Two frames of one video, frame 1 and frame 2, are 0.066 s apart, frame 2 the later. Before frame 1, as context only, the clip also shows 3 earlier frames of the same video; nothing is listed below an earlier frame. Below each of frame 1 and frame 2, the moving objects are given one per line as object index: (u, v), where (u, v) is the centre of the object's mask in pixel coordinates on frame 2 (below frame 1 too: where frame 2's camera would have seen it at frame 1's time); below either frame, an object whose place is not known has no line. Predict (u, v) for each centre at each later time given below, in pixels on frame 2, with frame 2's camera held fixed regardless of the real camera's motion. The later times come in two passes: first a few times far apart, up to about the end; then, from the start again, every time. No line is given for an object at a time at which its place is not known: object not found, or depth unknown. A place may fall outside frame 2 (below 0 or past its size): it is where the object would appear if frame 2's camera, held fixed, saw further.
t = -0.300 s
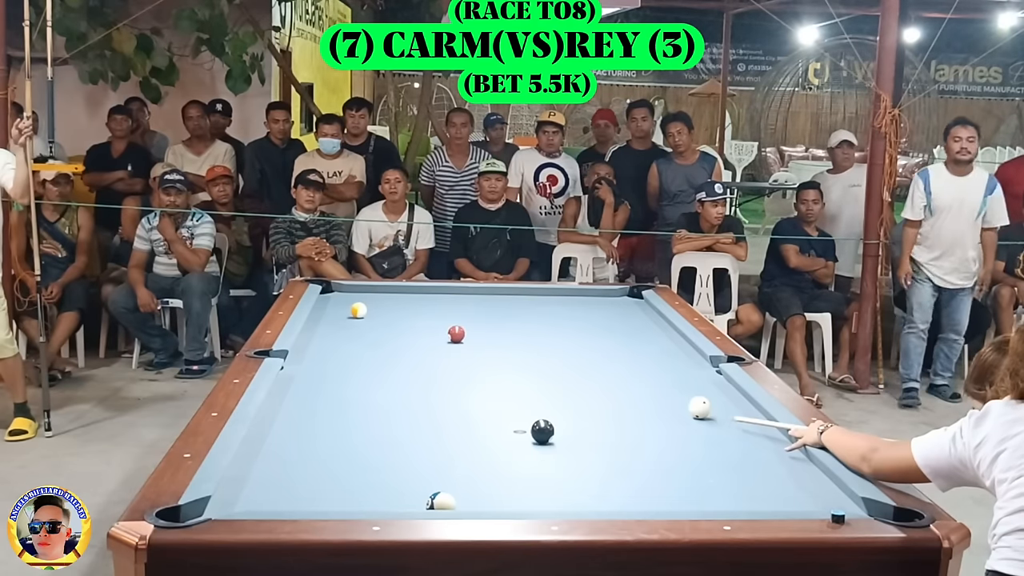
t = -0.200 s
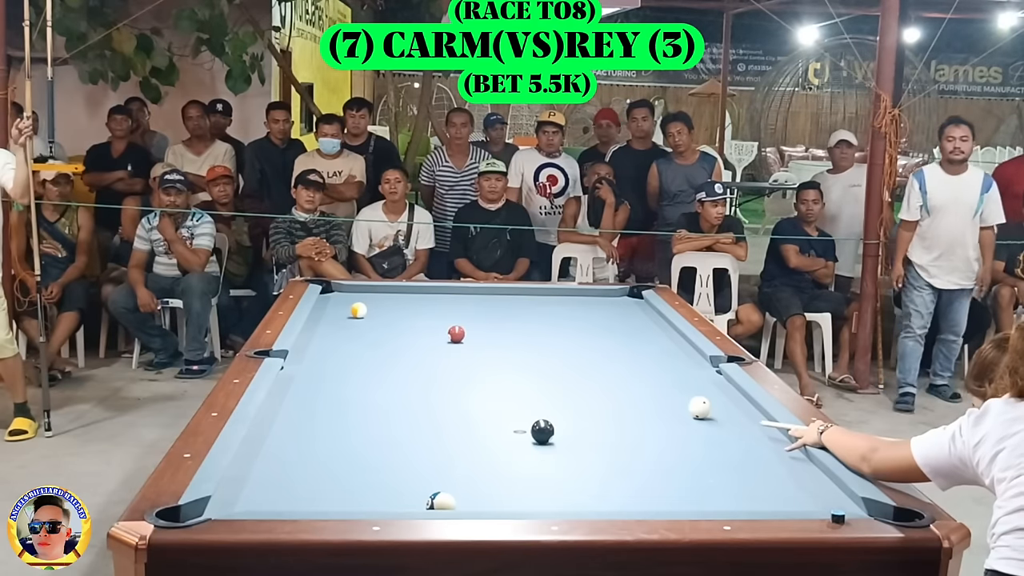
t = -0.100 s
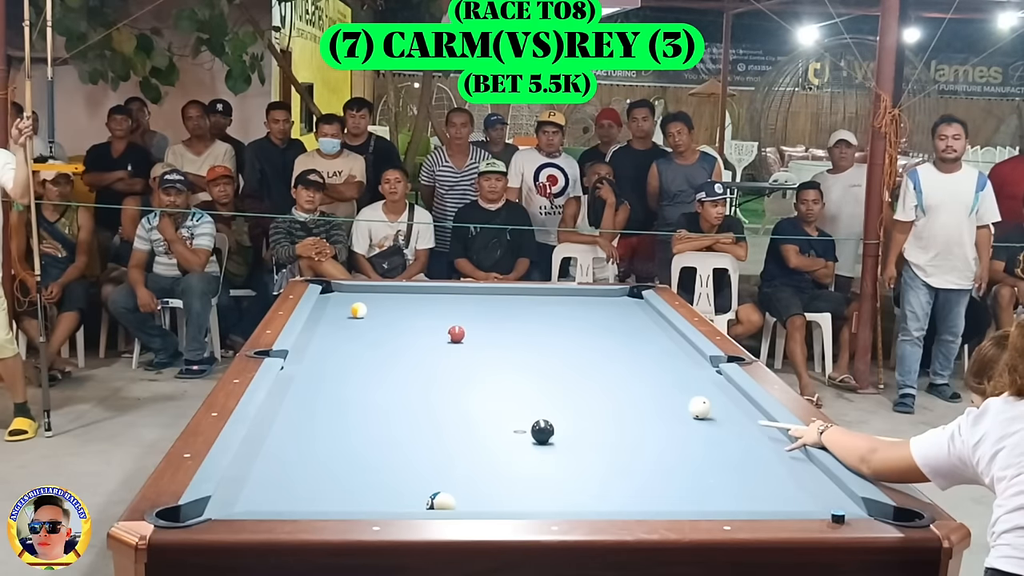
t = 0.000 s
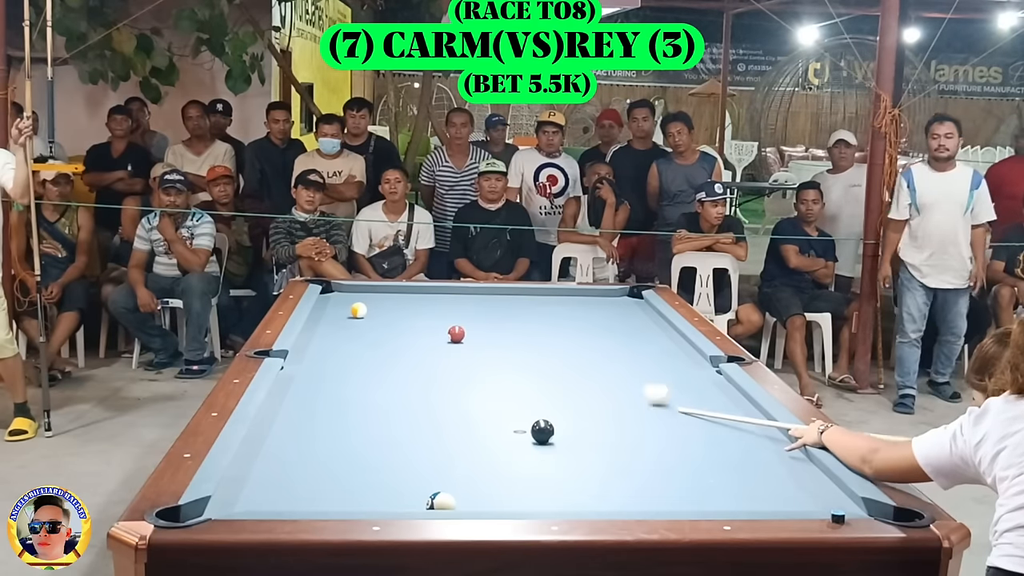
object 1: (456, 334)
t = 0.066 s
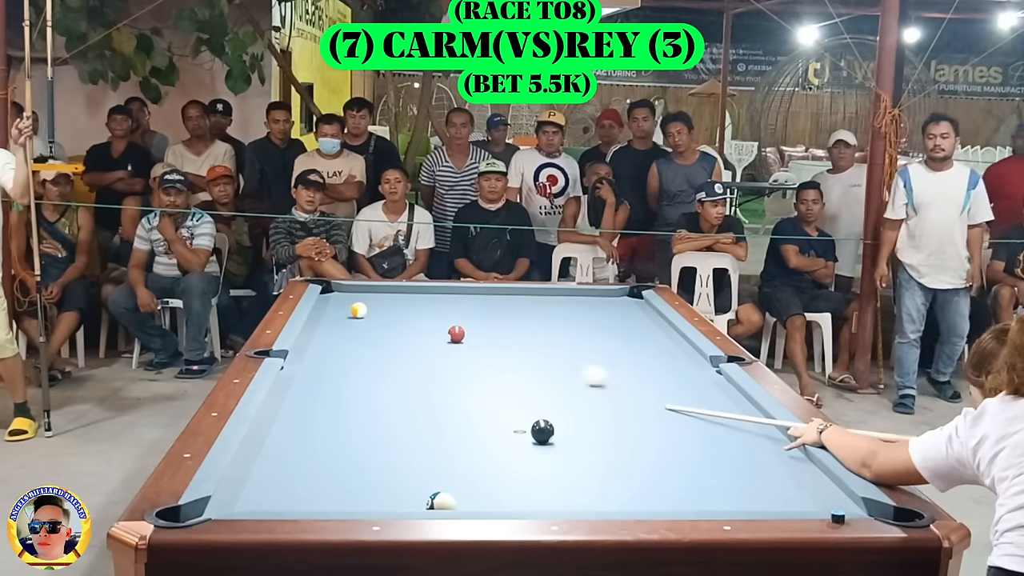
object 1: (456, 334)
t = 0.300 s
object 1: (434, 326)
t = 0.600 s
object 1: (333, 293)
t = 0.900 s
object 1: (356, 294)
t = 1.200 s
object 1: (378, 305)
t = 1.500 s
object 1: (400, 317)
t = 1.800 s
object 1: (422, 328)
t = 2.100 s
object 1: (447, 341)
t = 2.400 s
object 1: (472, 353)
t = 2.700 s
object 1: (488, 359)
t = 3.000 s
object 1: (503, 365)
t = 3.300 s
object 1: (515, 370)
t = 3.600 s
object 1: (526, 373)
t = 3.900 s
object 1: (535, 377)
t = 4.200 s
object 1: (543, 380)
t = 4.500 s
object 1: (549, 382)
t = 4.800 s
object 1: (553, 384)
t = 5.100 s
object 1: (556, 385)
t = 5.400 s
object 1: (557, 386)
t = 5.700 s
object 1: (557, 386)
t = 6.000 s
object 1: (557, 386)
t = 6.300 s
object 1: (557, 386)
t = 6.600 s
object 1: (557, 386)
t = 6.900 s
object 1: (557, 386)
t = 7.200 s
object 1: (557, 386)
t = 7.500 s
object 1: (557, 386)
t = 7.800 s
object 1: (557, 386)
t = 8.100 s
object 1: (557, 386)
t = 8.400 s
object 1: (557, 386)
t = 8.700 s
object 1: (557, 386)
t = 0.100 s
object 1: (456, 334)
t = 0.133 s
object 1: (456, 334)
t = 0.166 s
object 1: (456, 334)
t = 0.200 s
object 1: (456, 334)
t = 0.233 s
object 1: (456, 334)
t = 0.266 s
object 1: (449, 331)
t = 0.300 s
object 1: (434, 326)
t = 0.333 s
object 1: (419, 322)
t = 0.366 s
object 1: (406, 317)
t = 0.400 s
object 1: (394, 313)
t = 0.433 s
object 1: (376, 307)
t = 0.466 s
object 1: (371, 305)
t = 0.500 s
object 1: (361, 299)
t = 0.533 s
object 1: (351, 298)
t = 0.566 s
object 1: (342, 296)
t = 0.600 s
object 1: (333, 293)
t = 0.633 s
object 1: (329, 290)
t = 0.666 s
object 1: (336, 288)
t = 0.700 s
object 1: (343, 287)
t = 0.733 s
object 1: (345, 289)
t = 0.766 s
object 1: (348, 291)
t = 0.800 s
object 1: (350, 292)
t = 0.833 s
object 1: (352, 293)
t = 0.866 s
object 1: (354, 293)
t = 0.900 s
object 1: (356, 294)
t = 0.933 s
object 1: (359, 295)
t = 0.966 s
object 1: (362, 296)
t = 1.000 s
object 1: (364, 297)
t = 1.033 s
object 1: (366, 298)
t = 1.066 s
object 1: (369, 300)
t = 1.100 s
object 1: (371, 302)
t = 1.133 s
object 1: (373, 303)
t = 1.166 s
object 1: (375, 304)
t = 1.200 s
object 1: (378, 305)
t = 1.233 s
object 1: (380, 307)
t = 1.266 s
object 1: (383, 308)
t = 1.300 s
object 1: (385, 309)
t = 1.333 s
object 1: (388, 311)
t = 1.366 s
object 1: (390, 312)
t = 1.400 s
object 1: (392, 313)
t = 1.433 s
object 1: (395, 314)
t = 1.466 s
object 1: (397, 316)
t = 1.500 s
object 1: (400, 317)
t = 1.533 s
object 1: (402, 318)
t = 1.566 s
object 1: (405, 319)
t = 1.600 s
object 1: (407, 321)
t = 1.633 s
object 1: (409, 321)
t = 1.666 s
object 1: (413, 323)
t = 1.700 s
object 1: (414, 324)
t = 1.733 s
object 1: (417, 325)
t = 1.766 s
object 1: (419, 327)
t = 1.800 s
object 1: (422, 328)
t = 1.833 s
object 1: (425, 329)
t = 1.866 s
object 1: (427, 331)
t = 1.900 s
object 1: (430, 332)
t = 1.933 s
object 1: (433, 334)
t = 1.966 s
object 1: (435, 335)
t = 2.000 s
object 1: (438, 336)
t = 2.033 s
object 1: (441, 338)
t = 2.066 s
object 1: (444, 339)
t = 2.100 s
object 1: (447, 341)
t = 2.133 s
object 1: (450, 342)
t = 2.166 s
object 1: (453, 344)
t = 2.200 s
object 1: (457, 346)
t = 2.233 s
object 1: (458, 347)
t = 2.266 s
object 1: (461, 348)
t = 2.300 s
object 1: (464, 350)
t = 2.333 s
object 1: (468, 351)
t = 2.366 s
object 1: (470, 352)
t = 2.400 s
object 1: (472, 353)
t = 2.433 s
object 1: (474, 354)
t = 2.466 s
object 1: (476, 355)
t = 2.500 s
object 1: (478, 355)
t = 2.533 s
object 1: (480, 356)
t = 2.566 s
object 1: (482, 356)
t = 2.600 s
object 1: (483, 357)
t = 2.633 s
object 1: (485, 357)
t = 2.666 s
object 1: (486, 358)
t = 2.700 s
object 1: (488, 359)
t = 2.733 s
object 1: (490, 359)
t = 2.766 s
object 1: (492, 360)
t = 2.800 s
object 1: (494, 361)
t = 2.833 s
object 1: (495, 361)
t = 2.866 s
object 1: (497, 362)
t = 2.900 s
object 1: (498, 363)
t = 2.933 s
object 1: (500, 364)
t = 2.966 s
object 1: (501, 364)
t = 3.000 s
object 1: (503, 365)
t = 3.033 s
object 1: (504, 366)
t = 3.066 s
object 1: (505, 366)
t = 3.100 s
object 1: (507, 367)
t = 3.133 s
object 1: (508, 367)
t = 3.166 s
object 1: (510, 368)
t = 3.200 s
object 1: (511, 368)
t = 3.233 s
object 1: (512, 369)
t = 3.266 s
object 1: (514, 369)
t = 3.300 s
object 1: (515, 370)
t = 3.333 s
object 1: (516, 370)
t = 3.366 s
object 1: (518, 371)
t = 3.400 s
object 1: (519, 371)
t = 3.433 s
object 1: (520, 371)
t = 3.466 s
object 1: (521, 372)
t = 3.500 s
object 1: (522, 372)
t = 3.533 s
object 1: (523, 373)
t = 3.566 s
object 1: (524, 373)
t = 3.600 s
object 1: (526, 373)
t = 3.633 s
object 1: (527, 374)
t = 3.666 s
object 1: (528, 374)
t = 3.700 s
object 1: (529, 374)
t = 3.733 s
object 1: (530, 375)
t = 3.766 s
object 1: (531, 375)
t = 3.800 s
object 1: (532, 376)
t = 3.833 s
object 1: (533, 376)
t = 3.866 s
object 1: (534, 376)
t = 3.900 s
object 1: (535, 377)
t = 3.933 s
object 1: (536, 377)
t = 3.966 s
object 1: (537, 378)
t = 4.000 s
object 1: (538, 378)
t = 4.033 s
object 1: (539, 378)
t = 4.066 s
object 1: (540, 378)
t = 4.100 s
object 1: (540, 379)
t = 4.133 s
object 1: (541, 379)
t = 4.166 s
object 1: (542, 379)
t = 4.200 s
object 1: (543, 380)
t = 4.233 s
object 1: (544, 380)
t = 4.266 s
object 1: (544, 380)
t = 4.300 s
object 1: (544, 380)
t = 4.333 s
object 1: (545, 380)
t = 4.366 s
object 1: (546, 381)
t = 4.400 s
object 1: (547, 381)
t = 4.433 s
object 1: (548, 381)
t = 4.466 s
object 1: (548, 382)
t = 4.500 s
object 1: (549, 382)
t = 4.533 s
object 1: (549, 382)
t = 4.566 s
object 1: (550, 382)
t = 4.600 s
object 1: (550, 383)
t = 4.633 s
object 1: (551, 383)
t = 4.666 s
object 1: (551, 383)
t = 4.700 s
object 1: (552, 383)
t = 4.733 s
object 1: (552, 383)
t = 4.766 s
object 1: (553, 384)
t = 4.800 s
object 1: (553, 384)
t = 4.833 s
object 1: (554, 384)
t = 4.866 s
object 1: (554, 384)
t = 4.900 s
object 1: (554, 384)
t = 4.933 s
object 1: (555, 385)
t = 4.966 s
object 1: (555, 385)
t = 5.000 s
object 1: (555, 385)
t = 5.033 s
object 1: (555, 385)
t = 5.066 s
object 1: (555, 385)
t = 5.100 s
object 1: (556, 385)
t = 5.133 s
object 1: (556, 385)
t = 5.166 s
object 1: (556, 385)
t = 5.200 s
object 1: (556, 386)
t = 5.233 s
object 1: (557, 386)
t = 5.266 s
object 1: (557, 386)
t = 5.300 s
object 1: (557, 386)
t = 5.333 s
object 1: (557, 386)
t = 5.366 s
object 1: (557, 386)
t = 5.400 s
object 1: (557, 386)
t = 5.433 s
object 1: (557, 386)
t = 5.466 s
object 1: (557, 386)
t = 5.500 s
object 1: (557, 386)
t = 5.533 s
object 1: (557, 386)
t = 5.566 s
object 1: (557, 386)
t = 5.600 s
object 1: (557, 386)
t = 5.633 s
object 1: (557, 386)
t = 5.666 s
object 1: (557, 386)
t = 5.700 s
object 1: (557, 386)
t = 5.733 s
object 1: (557, 386)
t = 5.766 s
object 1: (557, 386)
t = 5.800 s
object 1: (557, 386)
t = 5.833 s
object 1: (557, 386)
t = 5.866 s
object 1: (557, 386)
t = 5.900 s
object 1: (557, 386)
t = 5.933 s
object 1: (557, 386)
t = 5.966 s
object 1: (557, 386)
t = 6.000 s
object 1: (557, 386)
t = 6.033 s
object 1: (557, 386)
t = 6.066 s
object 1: (557, 386)
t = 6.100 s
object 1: (557, 386)
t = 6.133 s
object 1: (557, 386)
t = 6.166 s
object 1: (557, 386)
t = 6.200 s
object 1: (557, 386)
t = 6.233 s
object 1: (557, 386)
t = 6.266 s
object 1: (557, 386)
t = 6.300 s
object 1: (557, 386)
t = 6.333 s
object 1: (557, 386)
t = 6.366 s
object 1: (557, 386)
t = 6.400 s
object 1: (557, 386)
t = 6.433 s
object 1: (557, 386)
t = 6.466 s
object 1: (557, 386)
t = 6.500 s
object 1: (557, 386)
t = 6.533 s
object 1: (557, 386)
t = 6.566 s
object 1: (557, 386)
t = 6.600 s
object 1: (557, 386)
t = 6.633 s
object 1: (557, 386)
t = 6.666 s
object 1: (557, 386)
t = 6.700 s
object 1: (557, 386)
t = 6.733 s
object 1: (557, 386)
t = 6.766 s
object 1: (557, 386)
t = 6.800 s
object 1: (557, 386)
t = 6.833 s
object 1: (557, 386)
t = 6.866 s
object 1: (557, 386)
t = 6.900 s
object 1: (557, 386)
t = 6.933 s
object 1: (557, 386)
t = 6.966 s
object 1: (557, 386)
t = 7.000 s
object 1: (557, 386)
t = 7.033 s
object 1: (557, 386)
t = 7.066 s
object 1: (557, 386)
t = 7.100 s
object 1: (557, 386)
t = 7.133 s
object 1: (557, 386)
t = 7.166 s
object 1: (557, 386)
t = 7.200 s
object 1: (557, 386)
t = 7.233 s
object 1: (557, 386)
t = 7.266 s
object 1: (557, 386)
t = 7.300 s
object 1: (557, 386)
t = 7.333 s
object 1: (557, 386)
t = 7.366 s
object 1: (557, 386)
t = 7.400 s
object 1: (557, 386)
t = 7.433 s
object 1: (557, 386)
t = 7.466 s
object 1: (557, 386)
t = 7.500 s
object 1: (557, 386)
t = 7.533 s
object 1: (557, 386)
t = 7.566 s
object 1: (557, 386)
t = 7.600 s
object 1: (557, 386)
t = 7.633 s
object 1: (557, 386)
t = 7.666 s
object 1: (557, 386)
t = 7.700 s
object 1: (557, 386)
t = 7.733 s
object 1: (557, 386)
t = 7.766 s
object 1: (557, 386)
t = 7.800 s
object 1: (557, 386)
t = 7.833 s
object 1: (557, 386)
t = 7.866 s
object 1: (557, 386)
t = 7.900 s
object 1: (557, 386)
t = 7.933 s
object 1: (557, 386)
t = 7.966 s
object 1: (557, 386)
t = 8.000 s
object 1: (557, 386)
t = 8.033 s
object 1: (557, 386)
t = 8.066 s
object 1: (557, 386)
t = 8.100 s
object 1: (557, 386)
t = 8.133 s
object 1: (557, 386)
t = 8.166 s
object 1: (557, 386)
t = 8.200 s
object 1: (557, 386)
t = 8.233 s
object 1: (557, 386)
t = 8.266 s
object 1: (557, 386)
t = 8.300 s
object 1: (557, 386)
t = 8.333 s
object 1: (557, 386)
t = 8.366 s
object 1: (557, 386)
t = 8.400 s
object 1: (557, 386)
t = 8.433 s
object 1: (557, 386)
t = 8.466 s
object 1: (557, 386)
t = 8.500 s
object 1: (557, 386)
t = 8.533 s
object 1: (557, 386)
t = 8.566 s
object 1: (557, 386)
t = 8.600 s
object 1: (557, 386)
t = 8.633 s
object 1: (557, 386)
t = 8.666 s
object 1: (557, 386)
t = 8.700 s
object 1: (557, 386)
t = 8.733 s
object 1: (557, 386)
